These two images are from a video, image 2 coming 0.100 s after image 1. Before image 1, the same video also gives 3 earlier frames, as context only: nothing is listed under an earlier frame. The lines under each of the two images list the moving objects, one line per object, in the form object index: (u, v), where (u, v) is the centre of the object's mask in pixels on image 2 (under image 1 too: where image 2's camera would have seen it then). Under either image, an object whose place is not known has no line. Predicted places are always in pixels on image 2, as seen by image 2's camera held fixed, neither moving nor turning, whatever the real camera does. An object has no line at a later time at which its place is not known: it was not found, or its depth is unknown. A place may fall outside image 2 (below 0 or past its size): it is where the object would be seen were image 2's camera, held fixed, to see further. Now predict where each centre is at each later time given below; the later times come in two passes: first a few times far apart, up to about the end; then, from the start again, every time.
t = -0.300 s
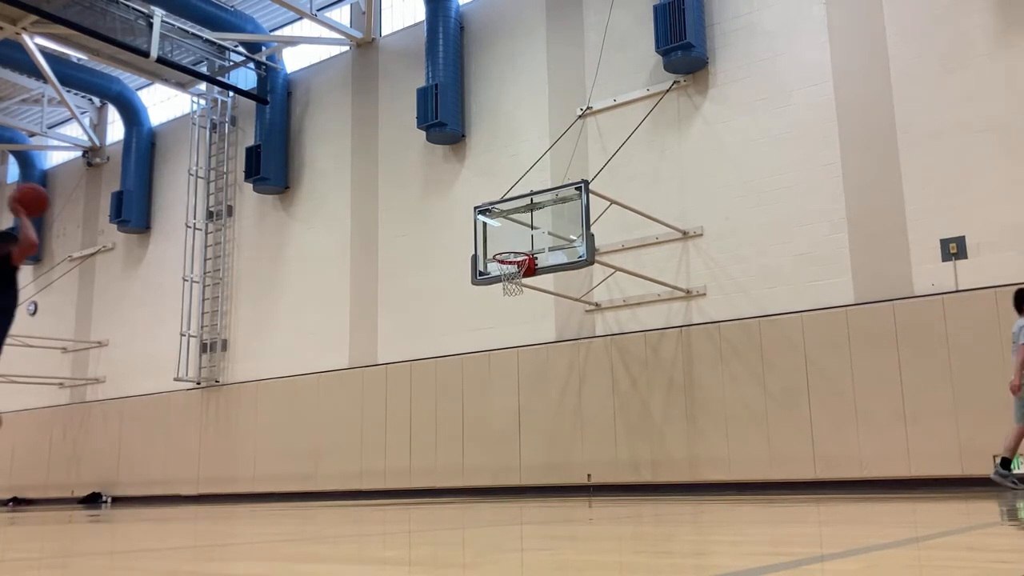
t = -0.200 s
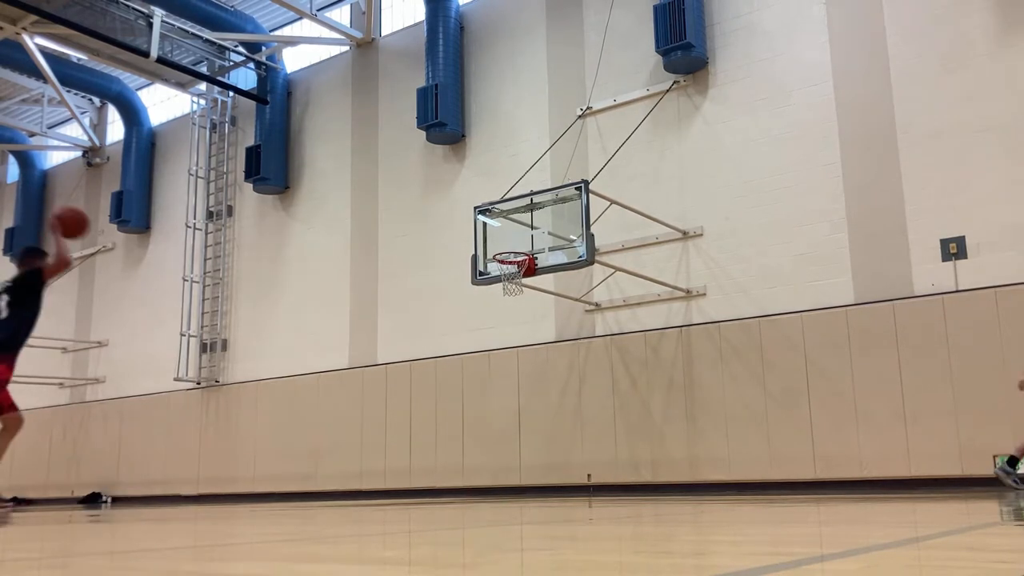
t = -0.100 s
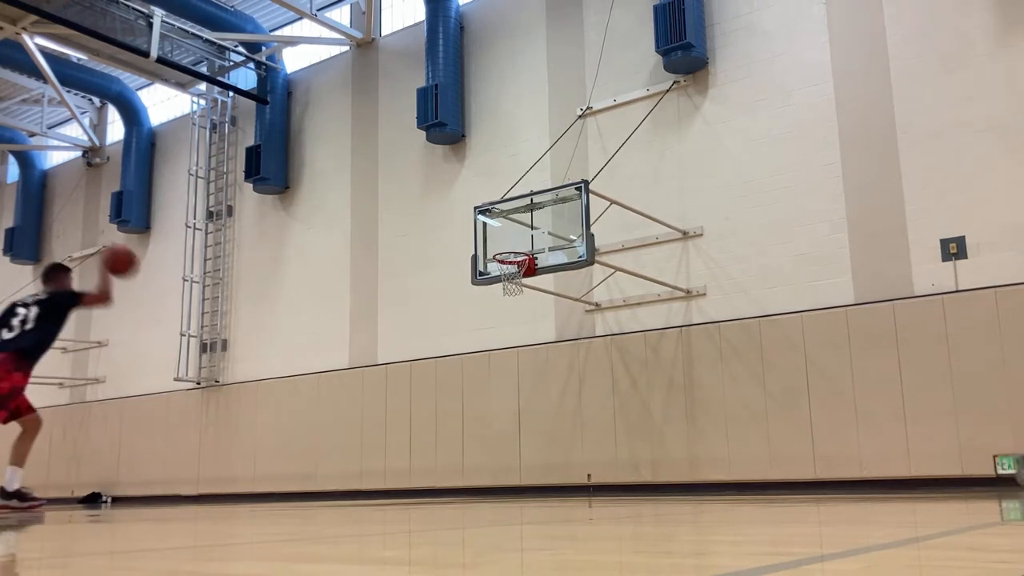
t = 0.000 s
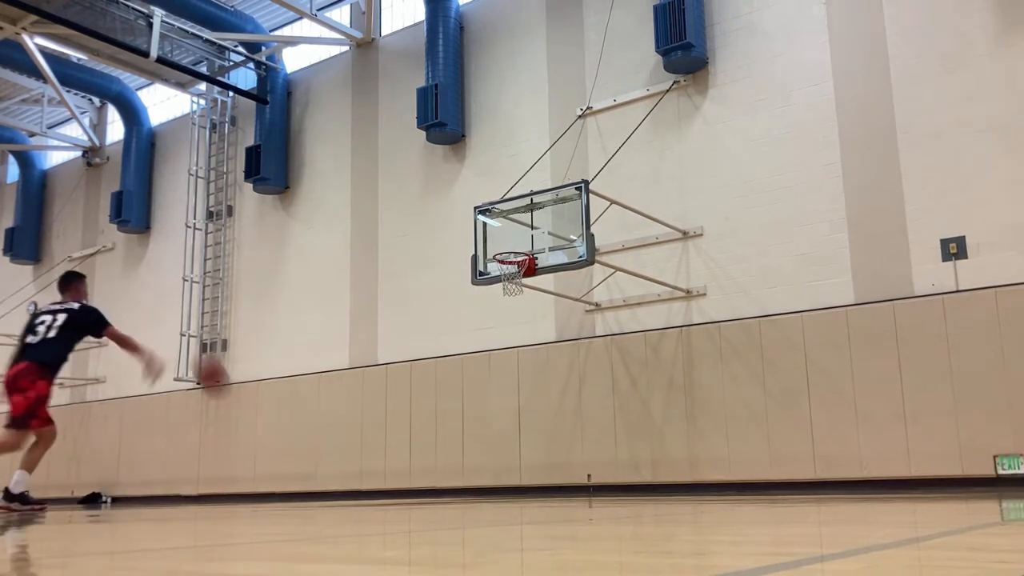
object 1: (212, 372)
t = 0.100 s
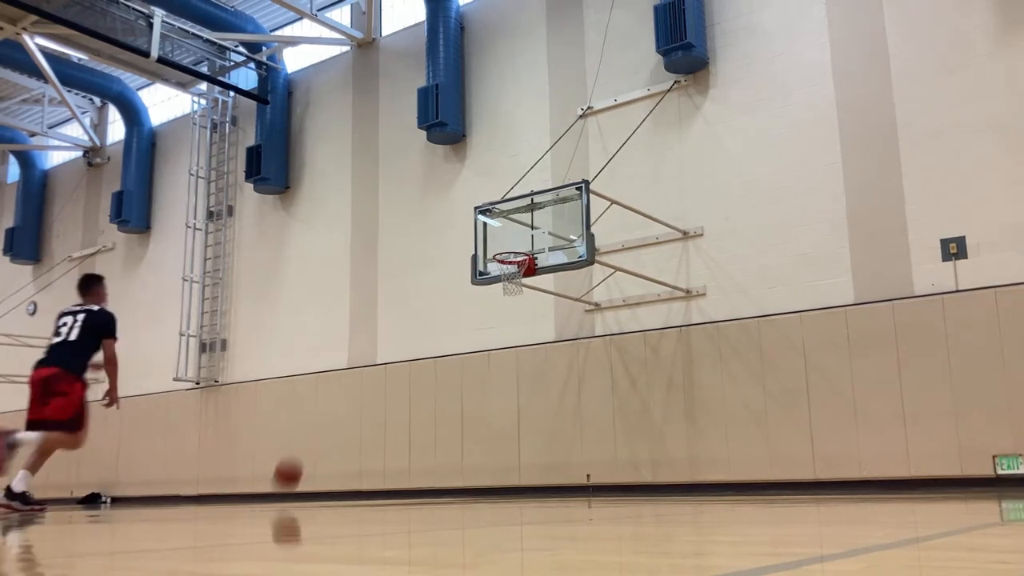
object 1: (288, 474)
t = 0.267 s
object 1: (345, 339)
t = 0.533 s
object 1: (414, 225)
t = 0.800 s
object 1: (469, 193)
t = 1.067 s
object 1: (515, 219)
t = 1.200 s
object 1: (504, 217)
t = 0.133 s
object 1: (302, 441)
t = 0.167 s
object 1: (312, 412)
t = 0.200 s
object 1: (323, 386)
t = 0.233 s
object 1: (335, 361)
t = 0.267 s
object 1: (345, 339)
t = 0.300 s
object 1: (354, 319)
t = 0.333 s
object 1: (364, 300)
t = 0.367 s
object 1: (373, 284)
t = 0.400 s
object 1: (382, 269)
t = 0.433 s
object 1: (390, 256)
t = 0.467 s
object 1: (399, 244)
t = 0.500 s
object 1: (407, 234)
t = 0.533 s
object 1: (414, 225)
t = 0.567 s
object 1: (422, 217)
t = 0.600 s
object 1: (429, 211)
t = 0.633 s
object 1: (436, 205)
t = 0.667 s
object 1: (443, 201)
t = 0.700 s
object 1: (450, 198)
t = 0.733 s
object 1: (456, 195)
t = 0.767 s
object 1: (463, 194)
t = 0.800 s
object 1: (469, 193)
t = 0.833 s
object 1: (476, 194)
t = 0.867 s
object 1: (481, 195)
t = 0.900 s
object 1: (487, 196)
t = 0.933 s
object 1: (493, 199)
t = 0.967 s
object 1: (499, 203)
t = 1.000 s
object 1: (504, 208)
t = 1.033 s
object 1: (510, 213)
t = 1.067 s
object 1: (515, 219)
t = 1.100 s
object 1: (519, 224)
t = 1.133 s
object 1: (513, 220)
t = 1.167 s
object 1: (509, 219)
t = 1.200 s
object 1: (504, 217)
